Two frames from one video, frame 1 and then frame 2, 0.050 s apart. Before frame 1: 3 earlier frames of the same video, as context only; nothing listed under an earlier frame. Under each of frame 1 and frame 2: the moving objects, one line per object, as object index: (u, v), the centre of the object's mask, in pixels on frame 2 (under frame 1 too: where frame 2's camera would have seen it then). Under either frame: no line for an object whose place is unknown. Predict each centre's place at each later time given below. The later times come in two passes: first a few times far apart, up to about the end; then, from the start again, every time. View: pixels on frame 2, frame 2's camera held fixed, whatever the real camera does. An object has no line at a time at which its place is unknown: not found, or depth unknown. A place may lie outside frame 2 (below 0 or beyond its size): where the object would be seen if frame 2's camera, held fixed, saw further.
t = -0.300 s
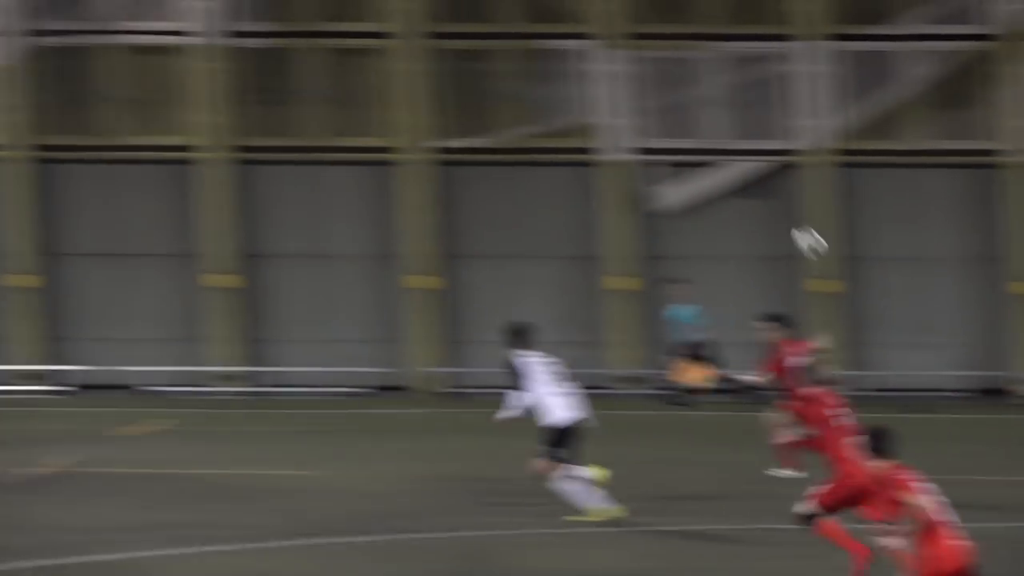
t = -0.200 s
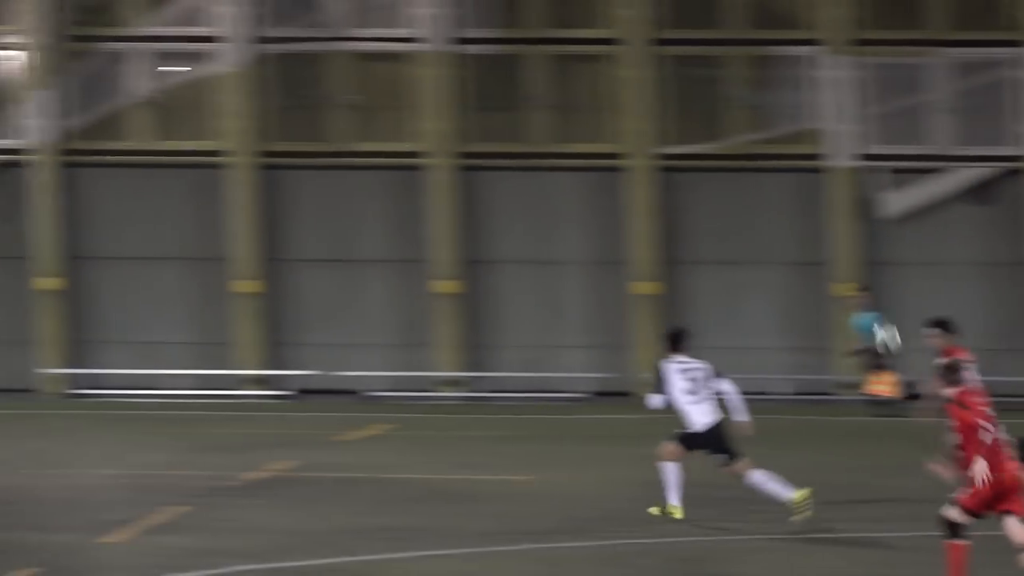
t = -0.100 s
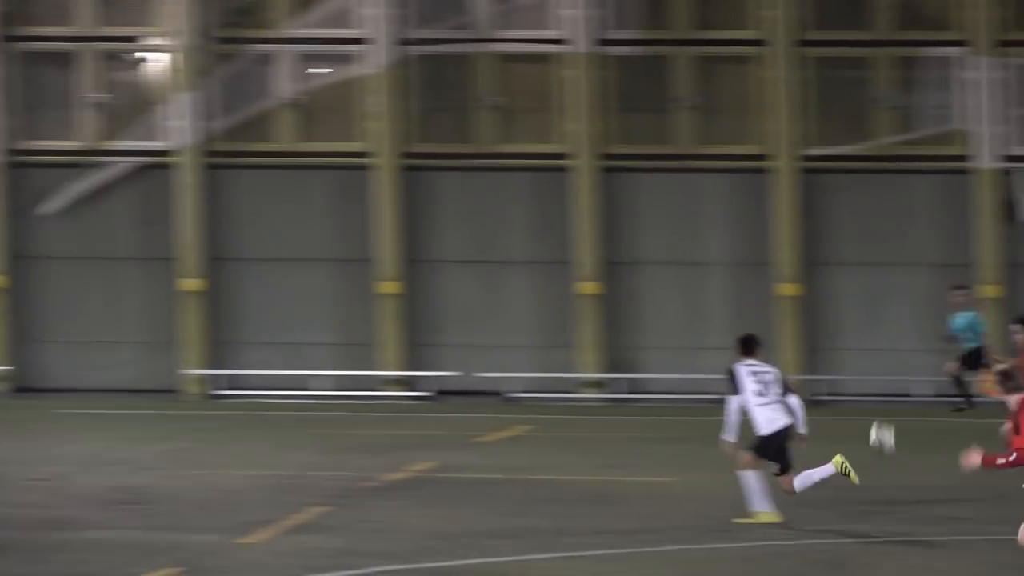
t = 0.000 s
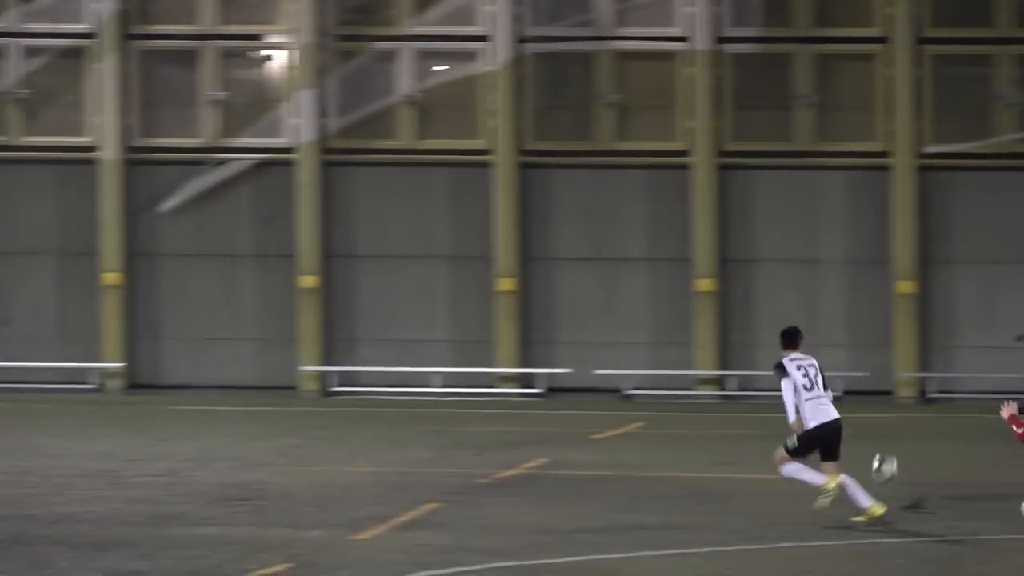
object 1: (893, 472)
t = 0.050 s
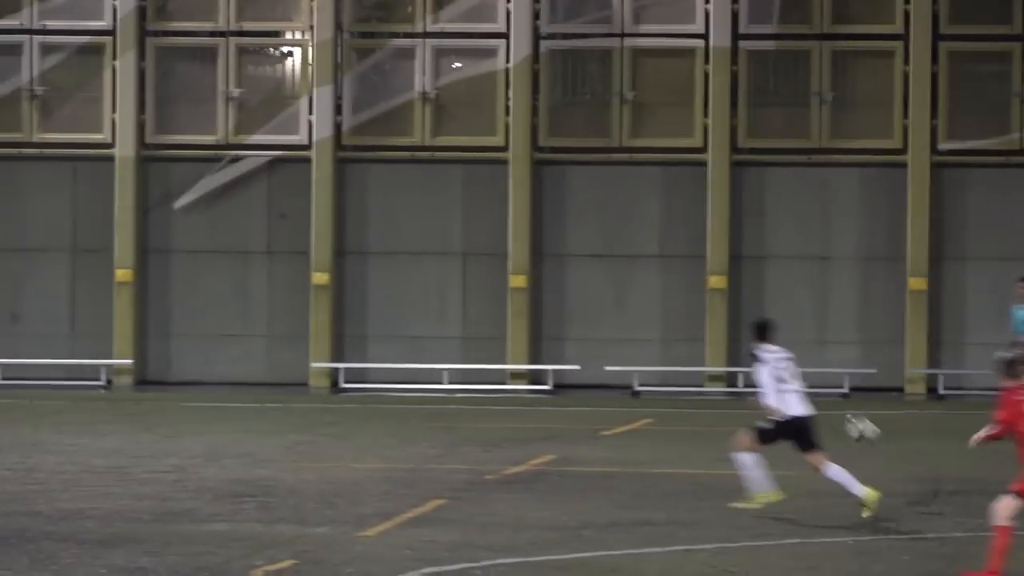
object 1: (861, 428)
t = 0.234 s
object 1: (754, 328)
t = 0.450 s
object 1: (623, 262)
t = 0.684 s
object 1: (485, 253)
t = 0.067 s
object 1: (852, 417)
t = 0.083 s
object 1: (842, 407)
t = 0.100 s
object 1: (833, 398)
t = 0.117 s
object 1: (823, 388)
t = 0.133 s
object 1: (813, 378)
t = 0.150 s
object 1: (804, 368)
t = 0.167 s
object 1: (793, 359)
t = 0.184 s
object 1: (782, 350)
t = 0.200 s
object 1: (773, 341)
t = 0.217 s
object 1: (763, 334)
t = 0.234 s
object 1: (754, 328)
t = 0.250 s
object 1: (744, 322)
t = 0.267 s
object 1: (734, 316)
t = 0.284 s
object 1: (723, 309)
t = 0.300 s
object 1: (713, 303)
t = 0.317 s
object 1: (703, 296)
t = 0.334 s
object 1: (693, 290)
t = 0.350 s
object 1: (683, 286)
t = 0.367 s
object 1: (674, 282)
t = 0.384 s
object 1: (663, 277)
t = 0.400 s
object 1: (653, 272)
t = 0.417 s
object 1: (643, 269)
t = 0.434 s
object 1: (633, 265)
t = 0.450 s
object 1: (623, 262)
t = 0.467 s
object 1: (613, 259)
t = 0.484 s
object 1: (603, 256)
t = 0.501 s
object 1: (593, 254)
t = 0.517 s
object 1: (584, 252)
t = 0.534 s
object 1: (573, 251)
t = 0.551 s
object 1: (564, 250)
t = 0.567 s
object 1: (554, 249)
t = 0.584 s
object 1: (544, 249)
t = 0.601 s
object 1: (535, 248)
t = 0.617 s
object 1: (524, 248)
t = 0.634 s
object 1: (515, 249)
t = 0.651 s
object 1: (504, 250)
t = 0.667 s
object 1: (494, 251)
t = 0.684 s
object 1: (485, 253)
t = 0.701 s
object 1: (475, 254)
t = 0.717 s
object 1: (466, 256)
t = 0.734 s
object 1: (456, 258)
